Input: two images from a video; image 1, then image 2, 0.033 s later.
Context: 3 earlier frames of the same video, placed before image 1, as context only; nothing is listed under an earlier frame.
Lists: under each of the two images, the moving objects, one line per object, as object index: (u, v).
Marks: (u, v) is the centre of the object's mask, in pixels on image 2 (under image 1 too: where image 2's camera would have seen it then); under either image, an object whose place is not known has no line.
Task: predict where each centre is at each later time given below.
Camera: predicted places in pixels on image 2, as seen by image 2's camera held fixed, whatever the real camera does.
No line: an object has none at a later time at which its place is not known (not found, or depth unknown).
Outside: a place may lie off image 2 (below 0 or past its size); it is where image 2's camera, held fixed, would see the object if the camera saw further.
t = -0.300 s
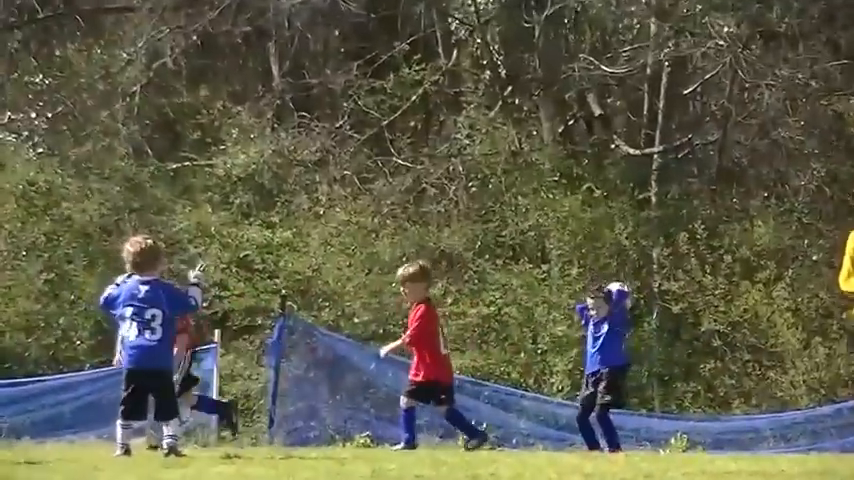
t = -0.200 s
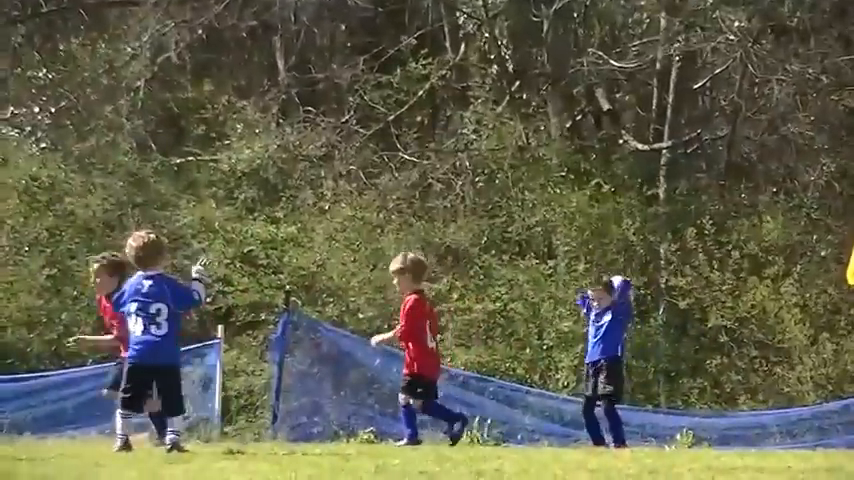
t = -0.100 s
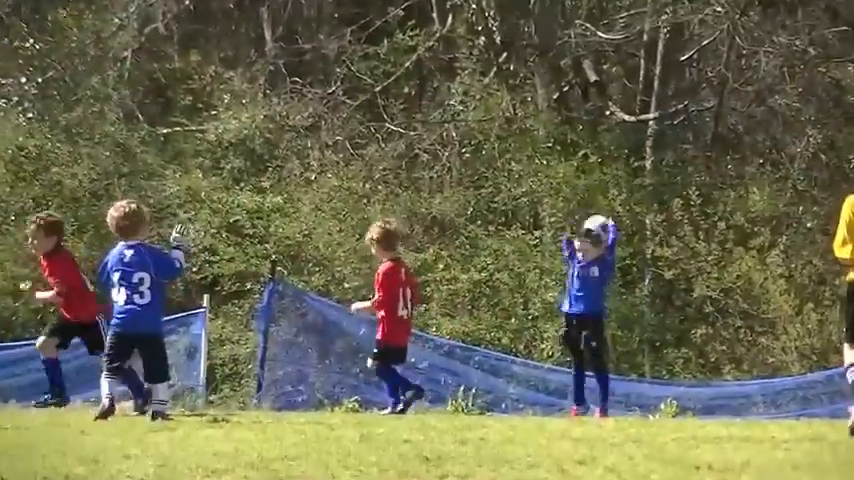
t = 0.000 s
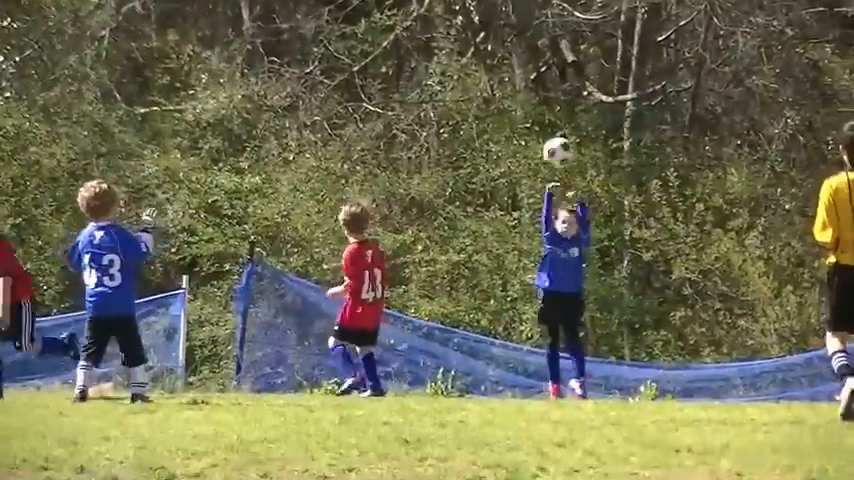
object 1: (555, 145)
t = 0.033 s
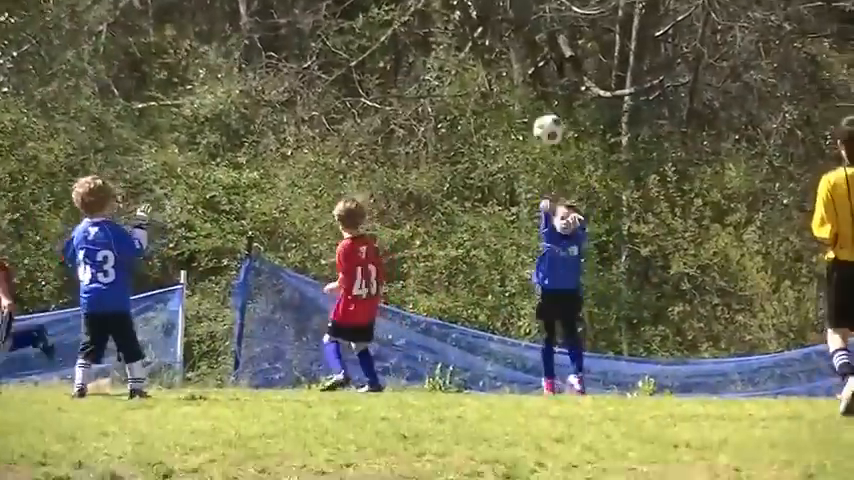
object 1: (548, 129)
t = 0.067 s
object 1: (540, 114)
